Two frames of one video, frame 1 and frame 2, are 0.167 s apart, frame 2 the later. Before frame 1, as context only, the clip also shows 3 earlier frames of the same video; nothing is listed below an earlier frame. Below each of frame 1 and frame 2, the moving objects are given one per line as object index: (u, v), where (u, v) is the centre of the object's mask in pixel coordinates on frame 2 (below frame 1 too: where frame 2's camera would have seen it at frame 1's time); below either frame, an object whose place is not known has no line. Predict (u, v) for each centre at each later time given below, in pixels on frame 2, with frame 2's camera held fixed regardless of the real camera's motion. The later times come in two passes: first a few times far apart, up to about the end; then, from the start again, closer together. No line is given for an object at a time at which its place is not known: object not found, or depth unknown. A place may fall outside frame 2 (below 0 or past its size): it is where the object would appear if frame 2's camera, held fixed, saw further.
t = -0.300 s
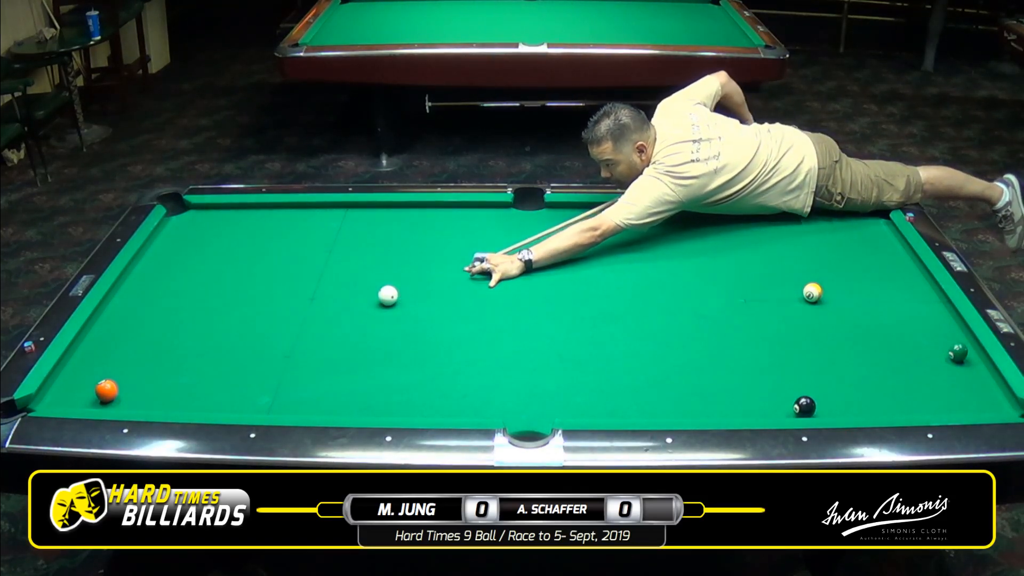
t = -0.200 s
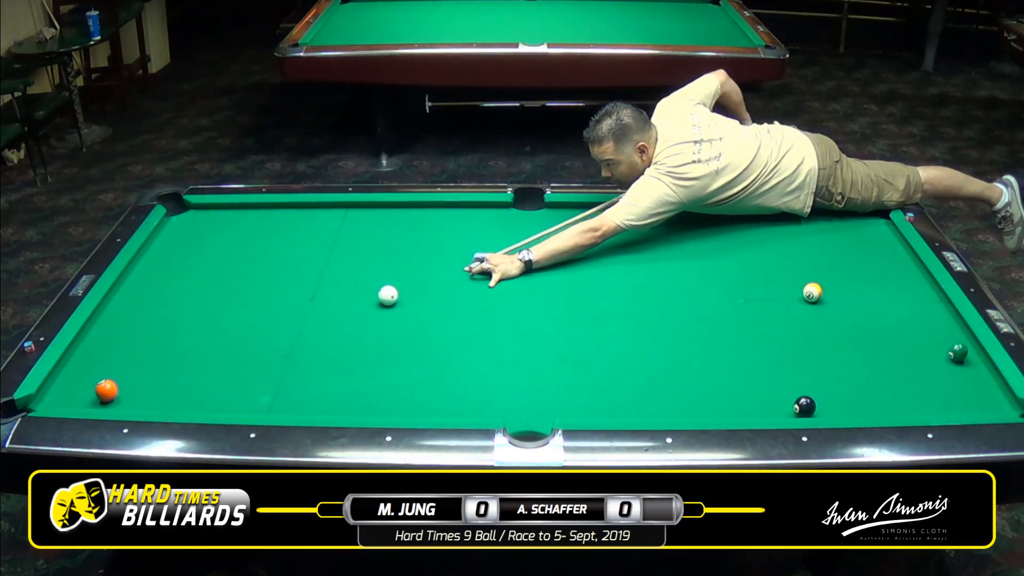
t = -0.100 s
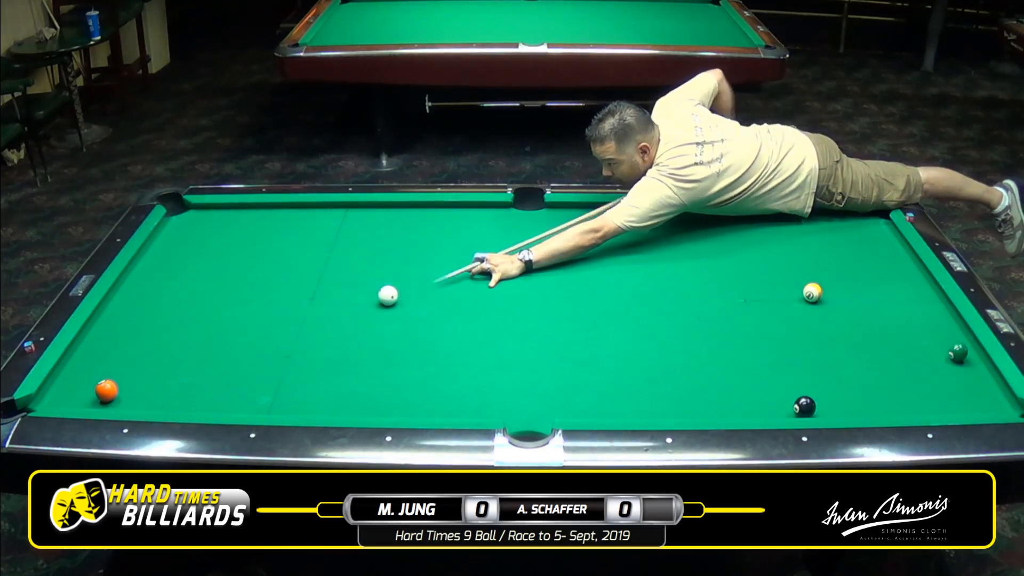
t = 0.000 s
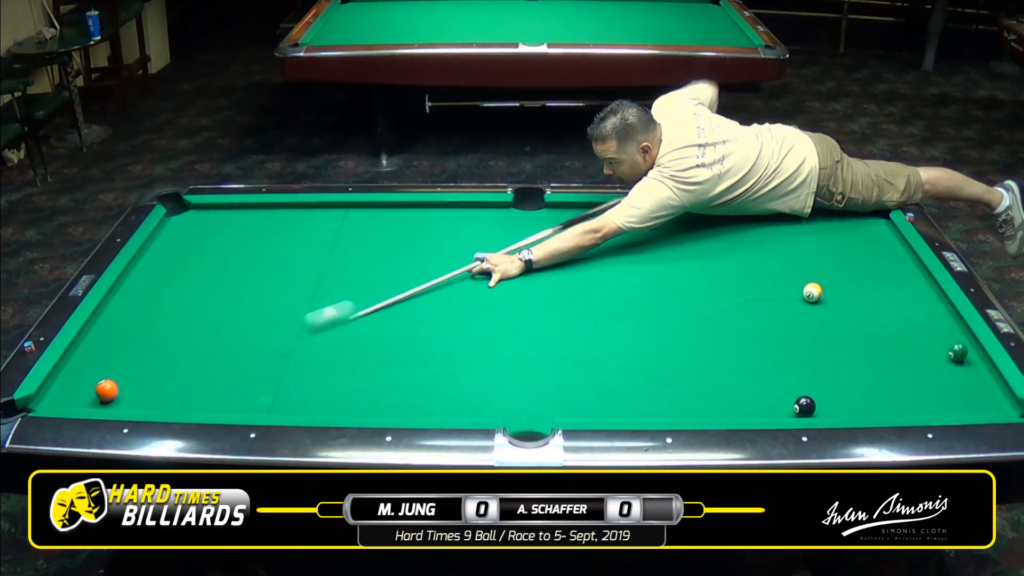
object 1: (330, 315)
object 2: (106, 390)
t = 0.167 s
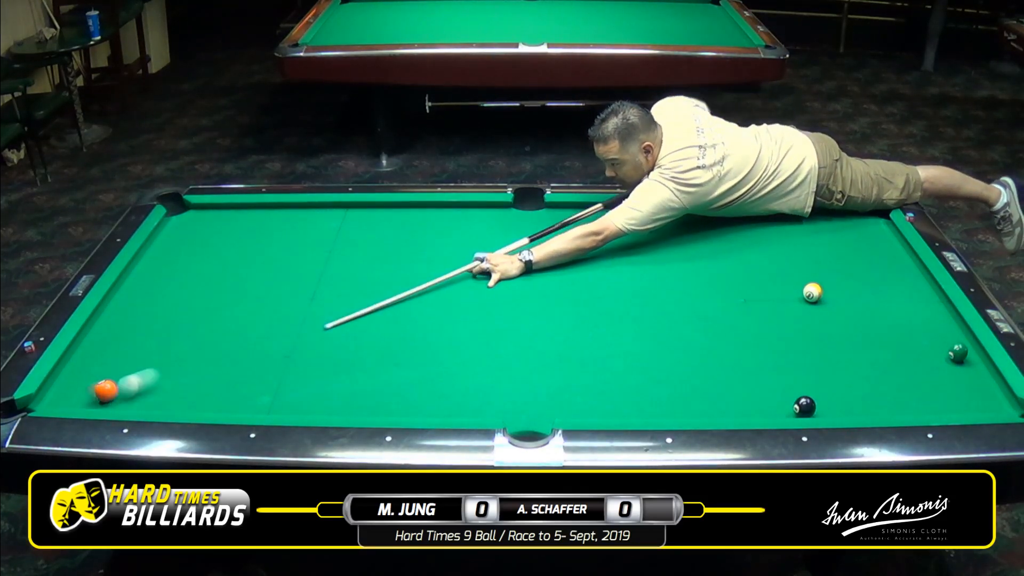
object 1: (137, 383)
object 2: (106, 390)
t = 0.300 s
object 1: (134, 403)
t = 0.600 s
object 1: (217, 393)
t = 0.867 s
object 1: (288, 381)
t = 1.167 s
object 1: (365, 367)
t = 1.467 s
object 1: (437, 354)
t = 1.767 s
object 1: (503, 342)
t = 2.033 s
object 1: (557, 332)
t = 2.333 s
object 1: (612, 321)
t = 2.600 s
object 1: (658, 312)
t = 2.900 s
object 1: (703, 303)
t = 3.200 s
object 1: (744, 295)
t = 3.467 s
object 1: (777, 288)
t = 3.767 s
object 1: (809, 278)
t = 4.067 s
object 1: (839, 275)
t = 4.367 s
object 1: (866, 269)
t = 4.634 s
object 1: (886, 265)
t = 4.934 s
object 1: (908, 261)
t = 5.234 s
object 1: (902, 257)
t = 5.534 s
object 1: (889, 255)
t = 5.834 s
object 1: (877, 252)
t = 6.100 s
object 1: (869, 251)
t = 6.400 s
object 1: (862, 249)
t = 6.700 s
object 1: (856, 248)
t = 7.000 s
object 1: (854, 247)
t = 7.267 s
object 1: (853, 247)
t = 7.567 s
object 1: (853, 247)
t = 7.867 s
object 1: (853, 247)
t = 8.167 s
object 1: (853, 247)
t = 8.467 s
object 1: (853, 247)
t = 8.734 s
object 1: (853, 247)
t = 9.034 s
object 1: (853, 247)
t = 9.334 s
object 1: (853, 247)
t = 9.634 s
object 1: (853, 247)
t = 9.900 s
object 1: (853, 247)
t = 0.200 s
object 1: (128, 391)
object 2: (77, 394)
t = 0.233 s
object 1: (129, 396)
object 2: (39, 401)
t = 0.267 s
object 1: (132, 400)
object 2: (17, 408)
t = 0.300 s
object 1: (134, 403)
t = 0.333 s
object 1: (143, 403)
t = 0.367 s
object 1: (152, 402)
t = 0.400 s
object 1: (161, 401)
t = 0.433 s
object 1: (171, 400)
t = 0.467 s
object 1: (179, 399)
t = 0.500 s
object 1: (189, 398)
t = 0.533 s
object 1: (198, 396)
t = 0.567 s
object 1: (208, 395)
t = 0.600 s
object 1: (217, 393)
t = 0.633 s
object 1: (226, 391)
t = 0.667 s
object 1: (235, 390)
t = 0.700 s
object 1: (244, 388)
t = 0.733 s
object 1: (253, 387)
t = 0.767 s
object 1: (262, 385)
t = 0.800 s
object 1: (271, 384)
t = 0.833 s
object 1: (280, 382)
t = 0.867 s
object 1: (288, 381)
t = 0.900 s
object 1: (297, 379)
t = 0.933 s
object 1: (306, 378)
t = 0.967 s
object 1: (315, 376)
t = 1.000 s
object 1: (324, 374)
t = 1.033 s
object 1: (332, 373)
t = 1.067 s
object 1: (340, 371)
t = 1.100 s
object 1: (349, 370)
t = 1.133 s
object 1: (357, 369)
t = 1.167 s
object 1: (365, 367)
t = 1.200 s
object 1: (374, 366)
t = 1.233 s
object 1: (382, 365)
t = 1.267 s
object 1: (390, 363)
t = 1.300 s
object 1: (398, 361)
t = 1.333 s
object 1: (406, 360)
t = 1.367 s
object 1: (414, 358)
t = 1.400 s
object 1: (422, 357)
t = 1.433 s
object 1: (429, 356)
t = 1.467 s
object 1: (437, 354)
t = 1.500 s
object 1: (445, 353)
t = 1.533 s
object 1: (452, 352)
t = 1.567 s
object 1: (460, 350)
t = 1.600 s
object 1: (467, 349)
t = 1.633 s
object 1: (474, 347)
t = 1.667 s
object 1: (482, 346)
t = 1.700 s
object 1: (489, 345)
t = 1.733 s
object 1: (496, 343)
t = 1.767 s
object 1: (503, 342)
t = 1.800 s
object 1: (510, 341)
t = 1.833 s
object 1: (517, 339)
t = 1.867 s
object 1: (524, 338)
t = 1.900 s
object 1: (531, 337)
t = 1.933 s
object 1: (538, 335)
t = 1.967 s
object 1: (544, 334)
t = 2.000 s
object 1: (551, 333)
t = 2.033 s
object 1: (557, 332)
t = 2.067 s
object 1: (564, 330)
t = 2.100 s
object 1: (570, 329)
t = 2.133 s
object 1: (576, 328)
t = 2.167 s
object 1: (582, 327)
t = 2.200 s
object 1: (589, 326)
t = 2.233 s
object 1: (595, 324)
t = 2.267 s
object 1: (601, 323)
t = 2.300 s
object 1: (607, 322)
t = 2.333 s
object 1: (612, 321)
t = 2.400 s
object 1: (624, 319)
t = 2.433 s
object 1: (630, 318)
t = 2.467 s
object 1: (636, 317)
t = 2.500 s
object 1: (641, 315)
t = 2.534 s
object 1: (647, 314)
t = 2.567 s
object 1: (652, 313)
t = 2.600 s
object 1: (658, 312)
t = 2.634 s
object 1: (663, 311)
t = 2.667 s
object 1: (668, 310)
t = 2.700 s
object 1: (673, 309)
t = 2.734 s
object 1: (679, 308)
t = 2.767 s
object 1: (684, 307)
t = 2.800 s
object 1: (689, 306)
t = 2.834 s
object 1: (694, 305)
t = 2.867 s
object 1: (698, 304)
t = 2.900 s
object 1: (703, 303)
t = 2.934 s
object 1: (708, 302)
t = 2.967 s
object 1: (713, 301)
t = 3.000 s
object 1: (718, 300)
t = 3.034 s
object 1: (722, 299)
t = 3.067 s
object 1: (727, 299)
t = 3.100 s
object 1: (732, 298)
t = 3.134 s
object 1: (736, 297)
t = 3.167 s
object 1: (740, 296)
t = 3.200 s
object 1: (744, 295)
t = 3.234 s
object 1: (749, 294)
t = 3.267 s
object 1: (753, 293)
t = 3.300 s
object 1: (757, 292)
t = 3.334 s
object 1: (761, 291)
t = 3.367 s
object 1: (765, 291)
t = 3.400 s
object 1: (769, 290)
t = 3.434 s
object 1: (773, 289)
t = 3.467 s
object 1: (777, 288)
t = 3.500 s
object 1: (781, 287)
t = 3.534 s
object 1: (784, 287)
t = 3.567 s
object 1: (789, 286)
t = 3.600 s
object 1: (792, 285)
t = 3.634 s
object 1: (796, 284)
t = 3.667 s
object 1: (798, 282)
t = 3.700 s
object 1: (802, 281)
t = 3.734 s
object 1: (806, 280)
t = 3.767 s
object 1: (809, 278)
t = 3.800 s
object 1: (813, 278)
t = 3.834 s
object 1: (817, 277)
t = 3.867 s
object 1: (821, 278)
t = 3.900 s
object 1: (823, 278)
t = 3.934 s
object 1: (826, 278)
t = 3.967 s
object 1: (830, 277)
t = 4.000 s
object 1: (833, 276)
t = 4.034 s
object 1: (836, 276)
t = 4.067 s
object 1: (839, 275)
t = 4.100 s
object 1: (842, 275)
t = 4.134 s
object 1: (845, 274)
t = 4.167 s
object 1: (848, 273)
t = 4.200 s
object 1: (851, 272)
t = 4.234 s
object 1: (854, 272)
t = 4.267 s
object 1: (857, 271)
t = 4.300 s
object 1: (860, 271)
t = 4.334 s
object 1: (863, 270)
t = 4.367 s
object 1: (866, 269)
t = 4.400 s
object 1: (868, 269)
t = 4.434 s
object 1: (871, 268)
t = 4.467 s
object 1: (874, 268)
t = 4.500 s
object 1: (877, 267)
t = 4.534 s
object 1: (879, 267)
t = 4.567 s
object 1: (881, 266)
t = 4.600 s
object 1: (884, 266)
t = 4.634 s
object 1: (886, 265)
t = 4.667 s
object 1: (889, 265)
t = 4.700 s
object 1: (892, 264)
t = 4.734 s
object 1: (894, 264)
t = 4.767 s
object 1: (896, 263)
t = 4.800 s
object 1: (898, 263)
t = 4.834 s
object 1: (901, 262)
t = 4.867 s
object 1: (903, 262)
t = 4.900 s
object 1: (905, 261)
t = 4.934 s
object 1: (908, 261)
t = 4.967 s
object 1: (910, 261)
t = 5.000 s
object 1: (912, 260)
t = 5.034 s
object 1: (913, 259)
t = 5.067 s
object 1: (911, 259)
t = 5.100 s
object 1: (910, 259)
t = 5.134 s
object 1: (908, 258)
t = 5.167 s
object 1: (906, 258)
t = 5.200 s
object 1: (904, 258)
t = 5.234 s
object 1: (902, 257)
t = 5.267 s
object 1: (901, 257)
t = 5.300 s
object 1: (899, 257)
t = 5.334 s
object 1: (898, 257)
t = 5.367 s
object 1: (896, 256)
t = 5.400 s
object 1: (894, 256)
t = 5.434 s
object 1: (893, 256)
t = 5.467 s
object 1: (892, 255)
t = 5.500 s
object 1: (890, 255)
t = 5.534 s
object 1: (889, 255)
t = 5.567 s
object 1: (887, 255)
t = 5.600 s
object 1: (886, 254)
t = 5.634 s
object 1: (884, 254)
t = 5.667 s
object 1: (883, 254)
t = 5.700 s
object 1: (882, 253)
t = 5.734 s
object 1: (881, 253)
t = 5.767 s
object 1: (880, 253)
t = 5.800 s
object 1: (878, 253)
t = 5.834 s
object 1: (877, 252)
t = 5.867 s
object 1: (876, 252)
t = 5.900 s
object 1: (875, 252)
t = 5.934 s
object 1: (874, 252)
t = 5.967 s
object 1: (873, 251)
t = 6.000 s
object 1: (872, 251)
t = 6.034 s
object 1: (871, 251)
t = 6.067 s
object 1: (870, 251)
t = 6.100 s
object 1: (869, 251)
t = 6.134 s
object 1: (868, 251)
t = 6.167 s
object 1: (867, 250)
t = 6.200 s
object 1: (866, 250)
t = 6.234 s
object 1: (865, 250)
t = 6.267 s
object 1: (864, 250)
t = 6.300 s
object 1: (863, 250)
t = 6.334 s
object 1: (863, 249)
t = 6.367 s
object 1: (862, 249)
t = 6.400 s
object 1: (862, 249)
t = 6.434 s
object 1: (861, 249)
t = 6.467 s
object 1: (860, 249)
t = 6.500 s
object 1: (859, 249)
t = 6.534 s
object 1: (859, 248)
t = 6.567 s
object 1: (858, 248)
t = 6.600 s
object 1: (858, 248)
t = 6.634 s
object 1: (857, 248)
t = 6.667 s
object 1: (857, 248)
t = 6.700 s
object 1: (856, 248)
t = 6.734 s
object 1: (856, 247)
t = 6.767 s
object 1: (856, 247)
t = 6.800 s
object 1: (855, 247)
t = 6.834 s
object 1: (855, 247)
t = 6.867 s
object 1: (855, 247)
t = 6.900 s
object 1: (854, 247)
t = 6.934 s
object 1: (854, 247)
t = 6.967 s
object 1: (854, 247)
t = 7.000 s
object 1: (854, 247)
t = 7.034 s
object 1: (854, 247)
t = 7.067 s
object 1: (853, 247)
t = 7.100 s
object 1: (853, 247)
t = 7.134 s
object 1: (853, 247)
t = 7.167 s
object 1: (853, 247)
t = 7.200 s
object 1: (853, 247)
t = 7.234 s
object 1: (853, 247)
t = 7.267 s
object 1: (853, 247)
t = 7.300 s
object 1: (853, 247)
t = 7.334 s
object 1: (853, 247)
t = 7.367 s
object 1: (853, 247)
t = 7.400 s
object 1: (853, 247)
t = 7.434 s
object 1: (853, 247)
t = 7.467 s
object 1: (853, 247)
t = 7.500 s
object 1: (853, 247)
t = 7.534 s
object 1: (853, 247)
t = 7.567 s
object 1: (853, 247)
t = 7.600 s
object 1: (853, 247)
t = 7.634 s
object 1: (853, 247)
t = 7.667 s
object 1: (853, 247)
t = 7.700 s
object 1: (853, 247)
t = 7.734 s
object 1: (853, 247)
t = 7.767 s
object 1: (853, 247)
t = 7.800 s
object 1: (853, 247)
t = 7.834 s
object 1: (853, 247)
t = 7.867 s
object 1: (853, 247)
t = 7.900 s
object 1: (853, 247)
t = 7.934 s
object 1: (853, 247)
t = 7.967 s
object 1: (853, 247)
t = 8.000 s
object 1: (853, 247)
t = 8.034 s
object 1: (853, 247)
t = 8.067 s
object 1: (853, 247)
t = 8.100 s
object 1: (853, 247)
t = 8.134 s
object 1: (853, 247)
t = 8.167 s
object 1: (853, 247)
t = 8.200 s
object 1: (853, 247)
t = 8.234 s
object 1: (853, 247)
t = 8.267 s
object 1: (853, 247)
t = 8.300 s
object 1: (853, 247)
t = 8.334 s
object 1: (853, 247)
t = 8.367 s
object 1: (853, 247)
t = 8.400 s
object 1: (853, 247)
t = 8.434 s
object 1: (853, 247)
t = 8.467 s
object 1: (853, 247)
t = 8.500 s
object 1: (853, 247)
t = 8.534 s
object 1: (853, 247)
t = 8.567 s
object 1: (854, 247)
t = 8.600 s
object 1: (853, 247)
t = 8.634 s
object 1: (853, 247)
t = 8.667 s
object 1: (853, 247)
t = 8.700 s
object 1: (853, 247)
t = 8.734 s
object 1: (853, 247)
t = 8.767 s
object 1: (853, 247)
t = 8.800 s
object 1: (853, 247)
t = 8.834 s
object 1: (853, 247)
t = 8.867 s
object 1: (853, 247)
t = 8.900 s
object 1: (853, 247)
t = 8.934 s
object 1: (853, 247)
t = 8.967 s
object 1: (853, 247)
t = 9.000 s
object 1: (853, 247)
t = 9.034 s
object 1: (853, 247)
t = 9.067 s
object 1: (853, 247)
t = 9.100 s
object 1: (853, 247)
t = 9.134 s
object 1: (853, 247)
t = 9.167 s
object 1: (853, 247)
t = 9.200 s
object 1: (853, 247)
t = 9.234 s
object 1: (853, 247)
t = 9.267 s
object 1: (853, 247)
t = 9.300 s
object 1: (853, 247)
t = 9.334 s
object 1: (853, 247)
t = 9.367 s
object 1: (853, 247)
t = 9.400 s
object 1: (853, 247)
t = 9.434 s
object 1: (853, 247)
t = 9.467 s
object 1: (853, 247)
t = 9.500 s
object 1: (853, 247)
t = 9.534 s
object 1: (853, 247)
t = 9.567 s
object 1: (853, 247)
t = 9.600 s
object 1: (853, 247)
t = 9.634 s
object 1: (853, 247)
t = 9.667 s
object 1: (853, 247)
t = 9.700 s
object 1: (853, 247)
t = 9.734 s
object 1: (853, 247)
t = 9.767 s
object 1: (853, 247)
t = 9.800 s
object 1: (853, 247)
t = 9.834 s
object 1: (853, 247)
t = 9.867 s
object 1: (853, 247)
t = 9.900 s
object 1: (853, 247)
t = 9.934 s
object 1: (854, 247)
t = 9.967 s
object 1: (853, 247)
